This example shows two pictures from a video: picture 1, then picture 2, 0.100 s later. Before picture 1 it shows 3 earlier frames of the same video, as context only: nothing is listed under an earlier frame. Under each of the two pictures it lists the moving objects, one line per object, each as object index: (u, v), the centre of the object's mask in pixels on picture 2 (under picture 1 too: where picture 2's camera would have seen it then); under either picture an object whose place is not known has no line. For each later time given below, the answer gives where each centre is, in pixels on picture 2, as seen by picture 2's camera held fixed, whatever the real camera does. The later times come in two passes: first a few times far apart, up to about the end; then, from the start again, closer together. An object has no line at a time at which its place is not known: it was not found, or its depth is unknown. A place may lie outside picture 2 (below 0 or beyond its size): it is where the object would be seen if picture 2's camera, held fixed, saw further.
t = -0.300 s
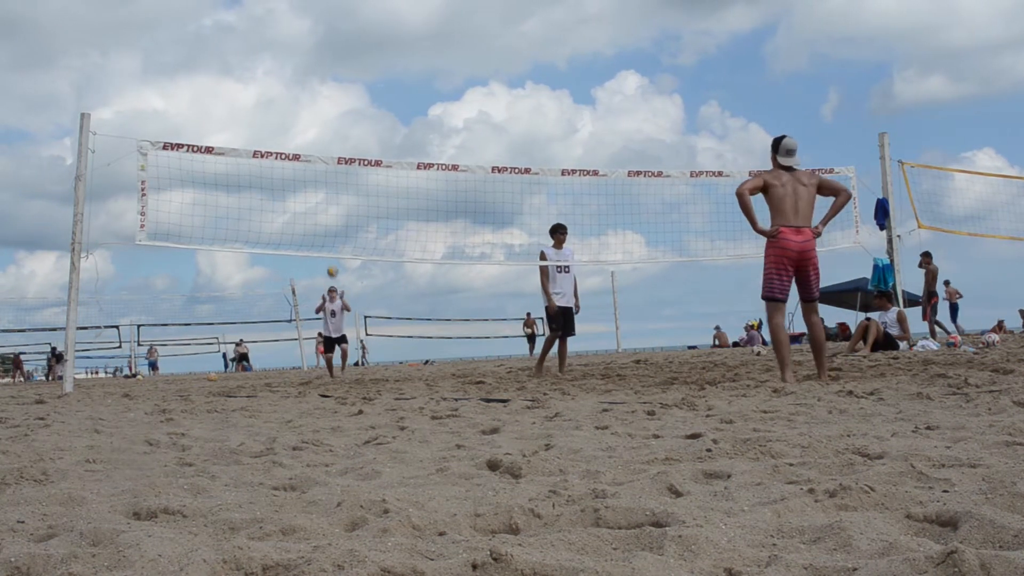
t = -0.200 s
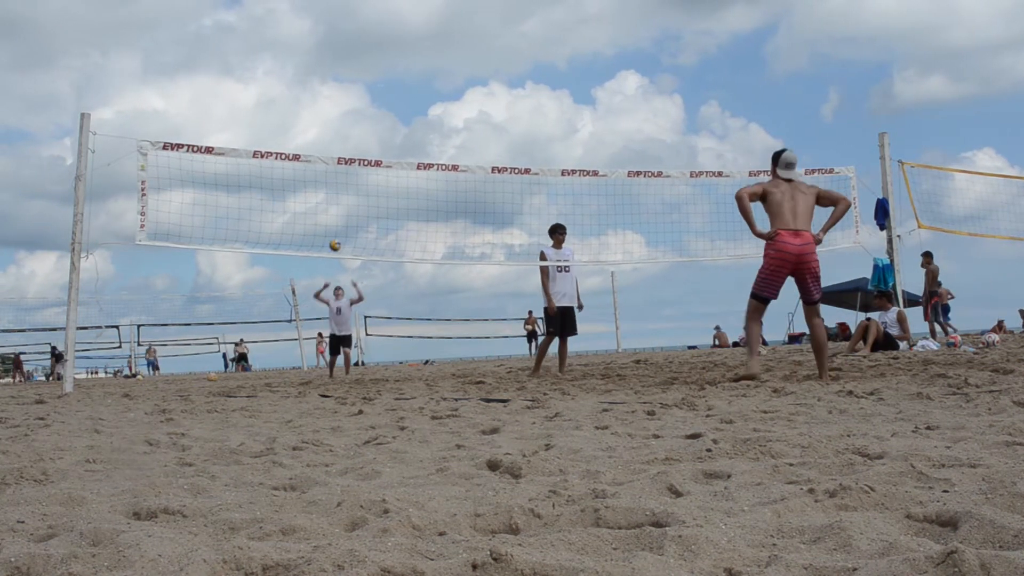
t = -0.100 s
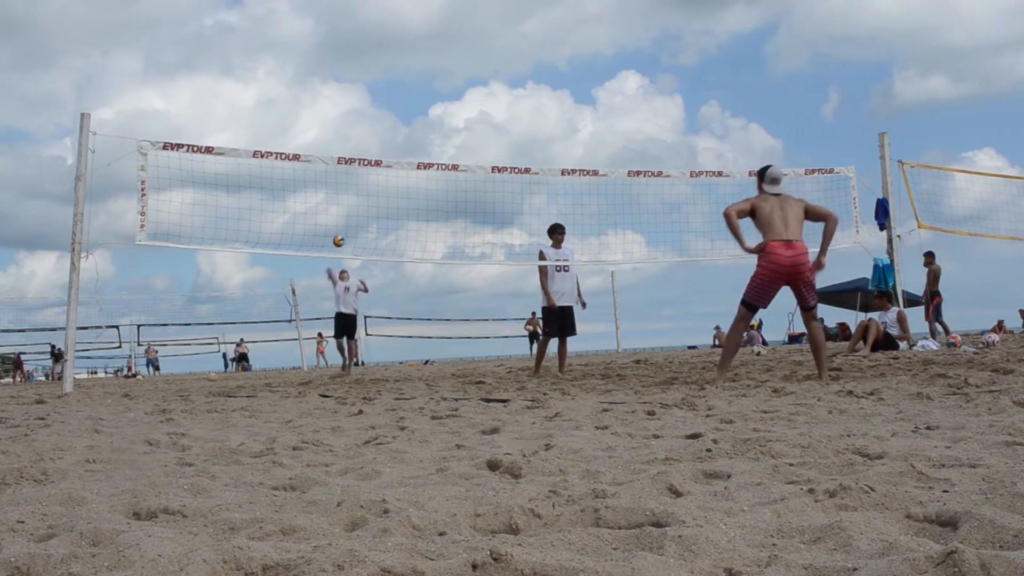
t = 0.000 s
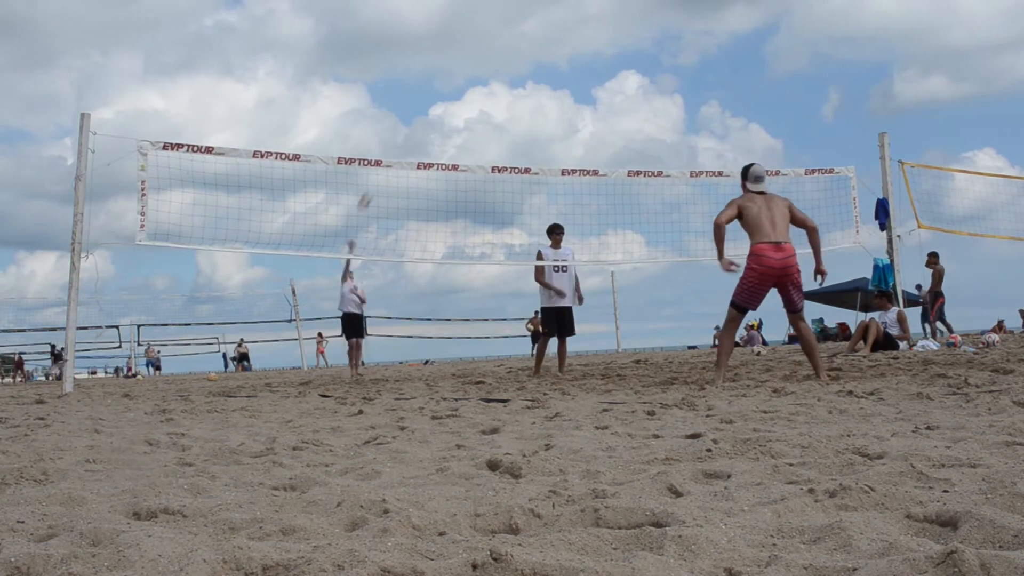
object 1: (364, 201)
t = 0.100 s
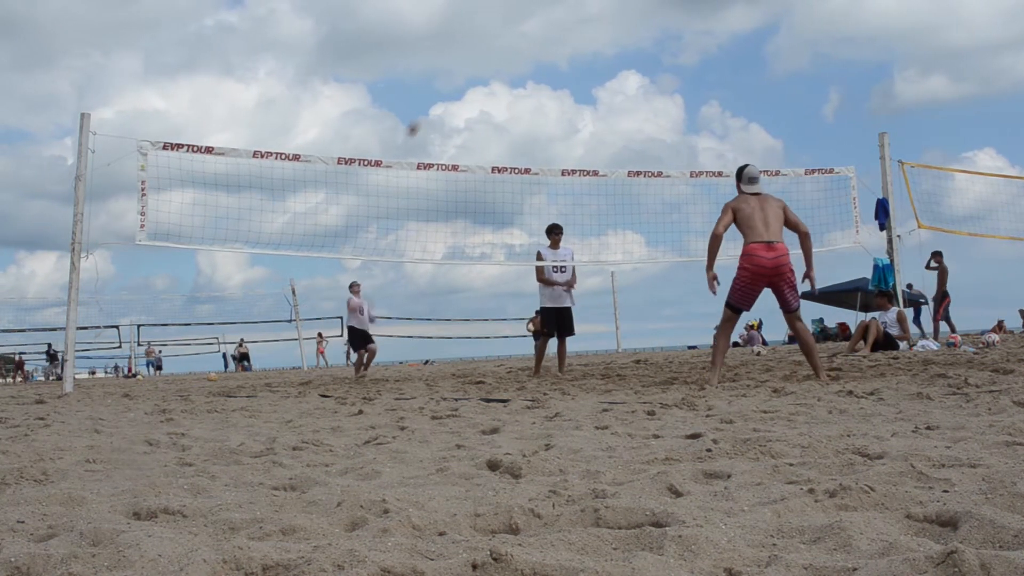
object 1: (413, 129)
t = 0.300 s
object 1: (532, 45)
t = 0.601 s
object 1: (786, 130)
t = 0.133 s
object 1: (429, 109)
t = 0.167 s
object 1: (449, 91)
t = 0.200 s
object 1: (469, 76)
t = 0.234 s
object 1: (488, 63)
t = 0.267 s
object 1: (510, 53)
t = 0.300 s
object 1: (532, 45)
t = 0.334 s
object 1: (555, 40)
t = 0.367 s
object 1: (581, 38)
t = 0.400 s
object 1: (606, 40)
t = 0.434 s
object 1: (633, 45)
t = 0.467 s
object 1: (660, 53)
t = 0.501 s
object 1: (690, 66)
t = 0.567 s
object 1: (753, 104)
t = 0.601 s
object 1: (786, 130)
